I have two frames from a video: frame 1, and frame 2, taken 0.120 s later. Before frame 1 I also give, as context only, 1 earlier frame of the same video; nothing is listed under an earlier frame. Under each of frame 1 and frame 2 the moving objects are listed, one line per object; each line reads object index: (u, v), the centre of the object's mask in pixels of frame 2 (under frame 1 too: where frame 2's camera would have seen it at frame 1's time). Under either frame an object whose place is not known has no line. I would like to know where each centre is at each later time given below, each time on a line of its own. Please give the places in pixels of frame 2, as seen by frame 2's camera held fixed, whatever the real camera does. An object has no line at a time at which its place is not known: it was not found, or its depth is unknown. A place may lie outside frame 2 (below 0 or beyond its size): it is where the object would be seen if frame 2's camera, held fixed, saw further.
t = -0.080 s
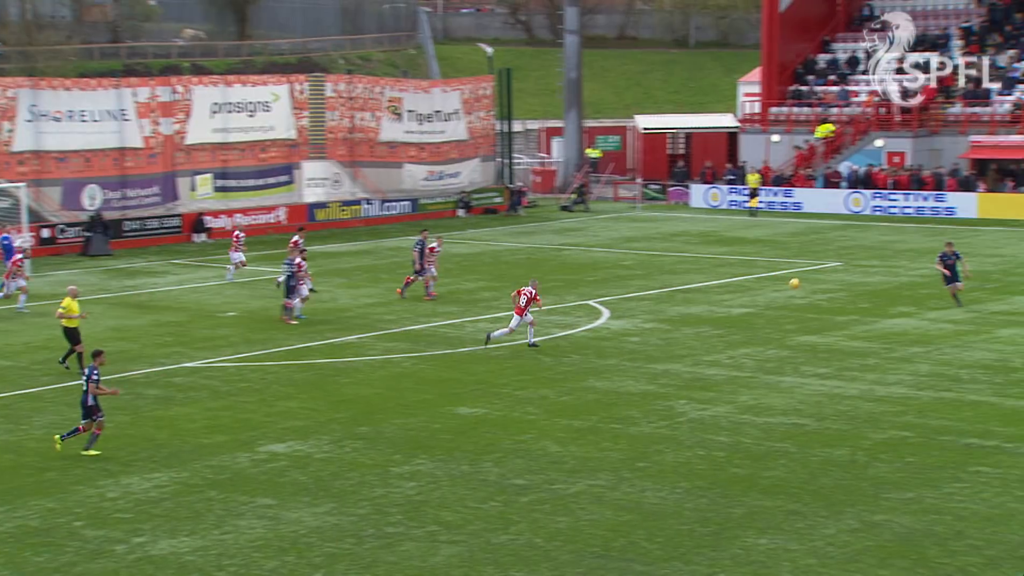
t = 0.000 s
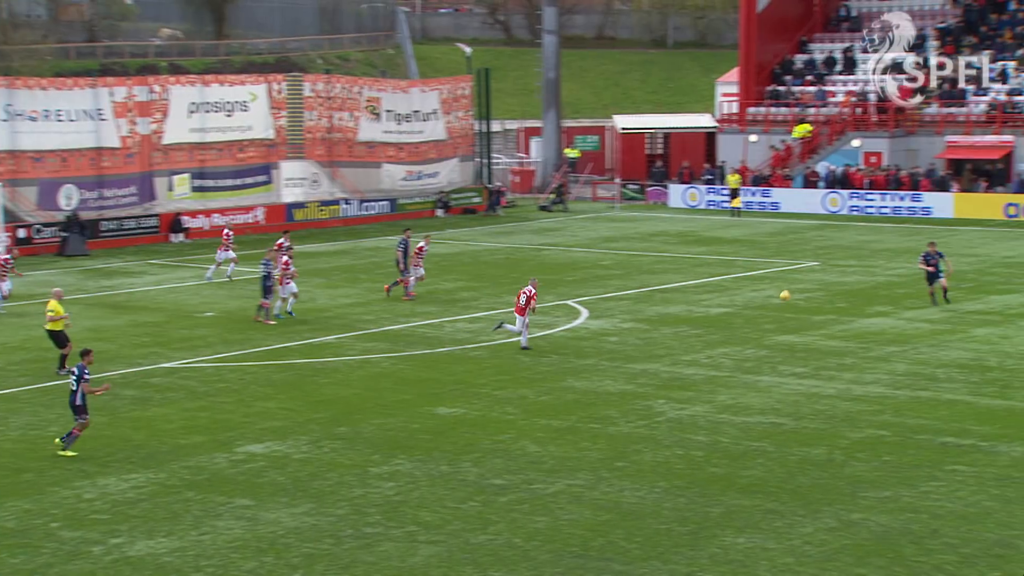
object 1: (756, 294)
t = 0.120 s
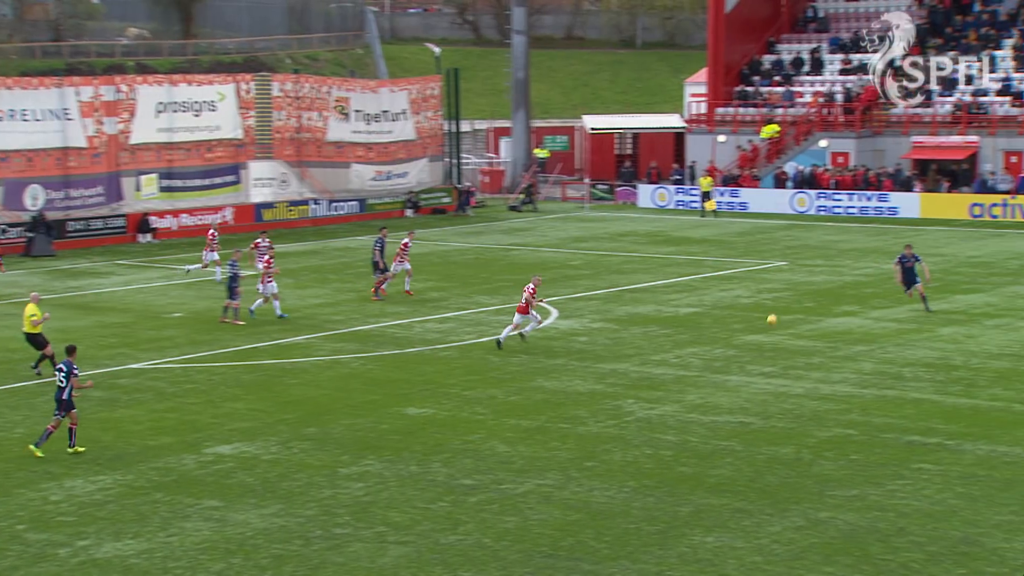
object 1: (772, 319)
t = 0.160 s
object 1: (777, 327)
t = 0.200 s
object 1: (784, 321)
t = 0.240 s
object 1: (791, 316)
